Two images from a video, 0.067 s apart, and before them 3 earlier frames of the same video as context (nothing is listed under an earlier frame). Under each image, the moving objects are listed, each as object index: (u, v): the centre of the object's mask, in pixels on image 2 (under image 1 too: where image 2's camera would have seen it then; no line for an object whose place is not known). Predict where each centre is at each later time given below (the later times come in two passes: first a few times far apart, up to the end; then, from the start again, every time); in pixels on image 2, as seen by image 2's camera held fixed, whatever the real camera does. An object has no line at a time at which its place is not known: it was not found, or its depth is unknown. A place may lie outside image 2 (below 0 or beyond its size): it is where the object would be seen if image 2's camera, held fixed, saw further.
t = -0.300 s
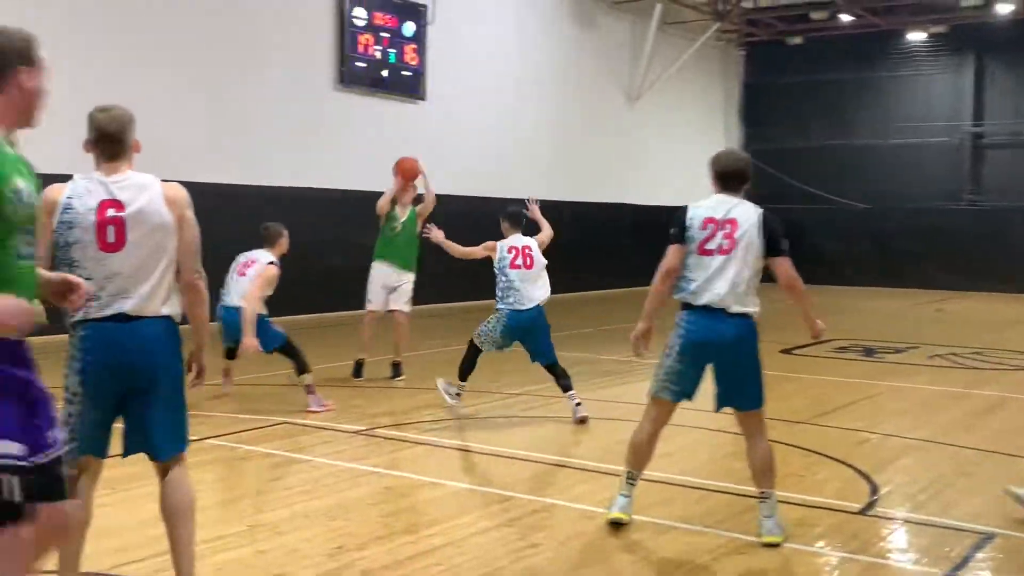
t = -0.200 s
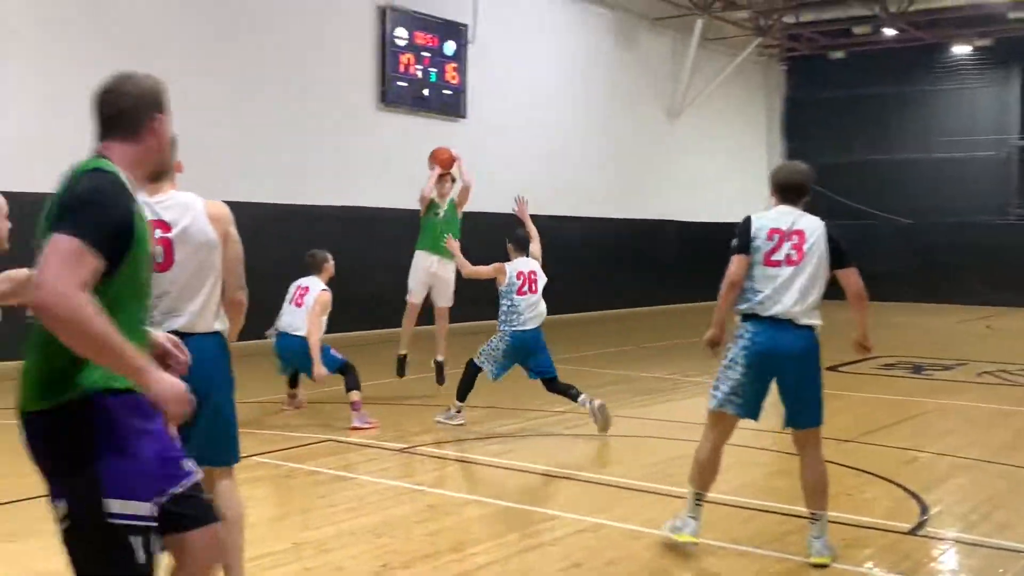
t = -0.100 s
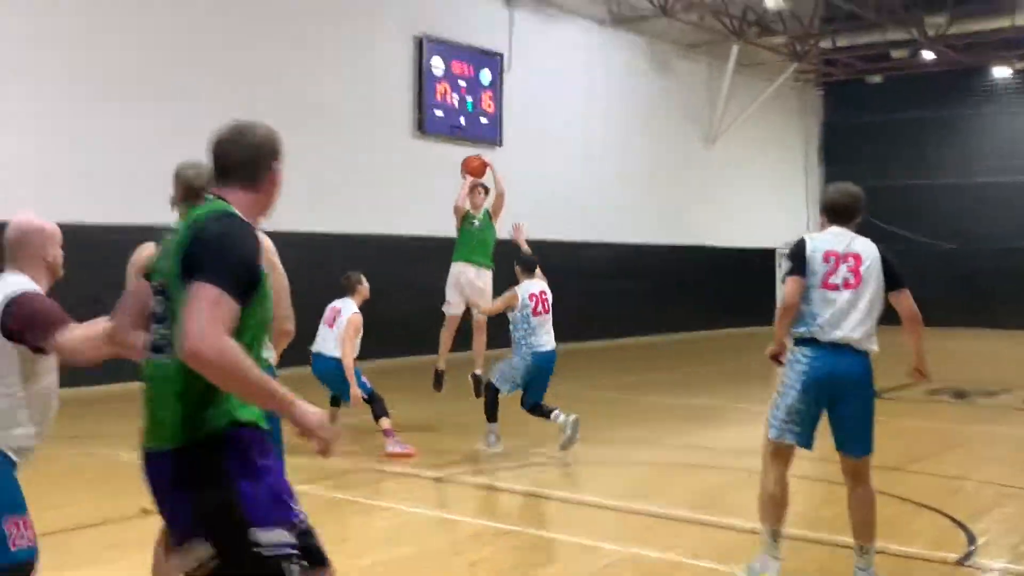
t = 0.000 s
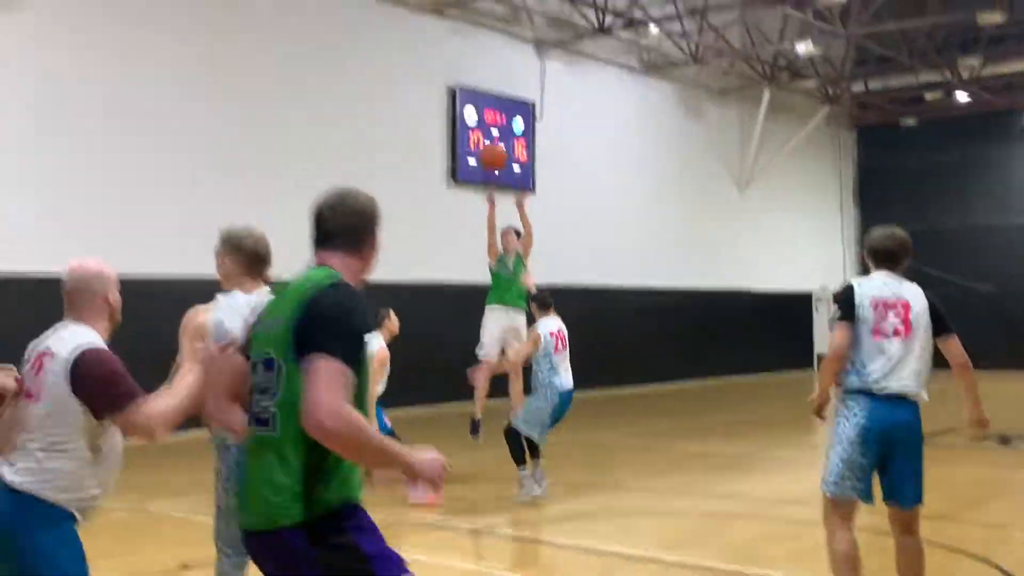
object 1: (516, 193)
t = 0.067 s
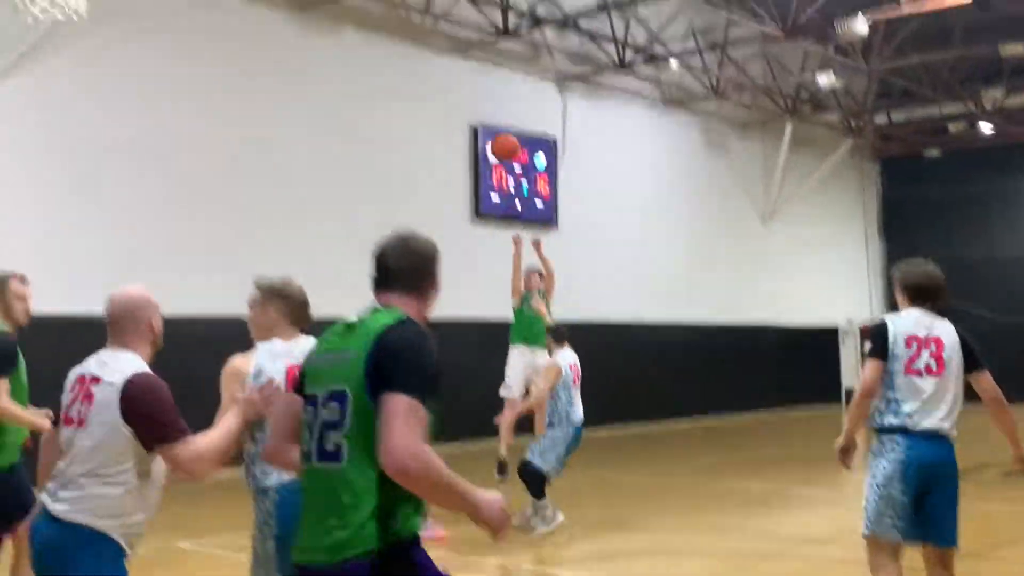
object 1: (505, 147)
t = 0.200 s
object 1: (481, 62)
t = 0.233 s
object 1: (477, 44)
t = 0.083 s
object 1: (501, 137)
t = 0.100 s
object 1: (499, 125)
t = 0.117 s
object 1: (497, 114)
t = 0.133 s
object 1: (493, 104)
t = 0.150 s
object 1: (490, 93)
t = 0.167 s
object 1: (487, 83)
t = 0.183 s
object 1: (484, 72)
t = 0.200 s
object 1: (481, 62)
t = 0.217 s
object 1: (478, 52)
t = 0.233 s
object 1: (477, 44)
